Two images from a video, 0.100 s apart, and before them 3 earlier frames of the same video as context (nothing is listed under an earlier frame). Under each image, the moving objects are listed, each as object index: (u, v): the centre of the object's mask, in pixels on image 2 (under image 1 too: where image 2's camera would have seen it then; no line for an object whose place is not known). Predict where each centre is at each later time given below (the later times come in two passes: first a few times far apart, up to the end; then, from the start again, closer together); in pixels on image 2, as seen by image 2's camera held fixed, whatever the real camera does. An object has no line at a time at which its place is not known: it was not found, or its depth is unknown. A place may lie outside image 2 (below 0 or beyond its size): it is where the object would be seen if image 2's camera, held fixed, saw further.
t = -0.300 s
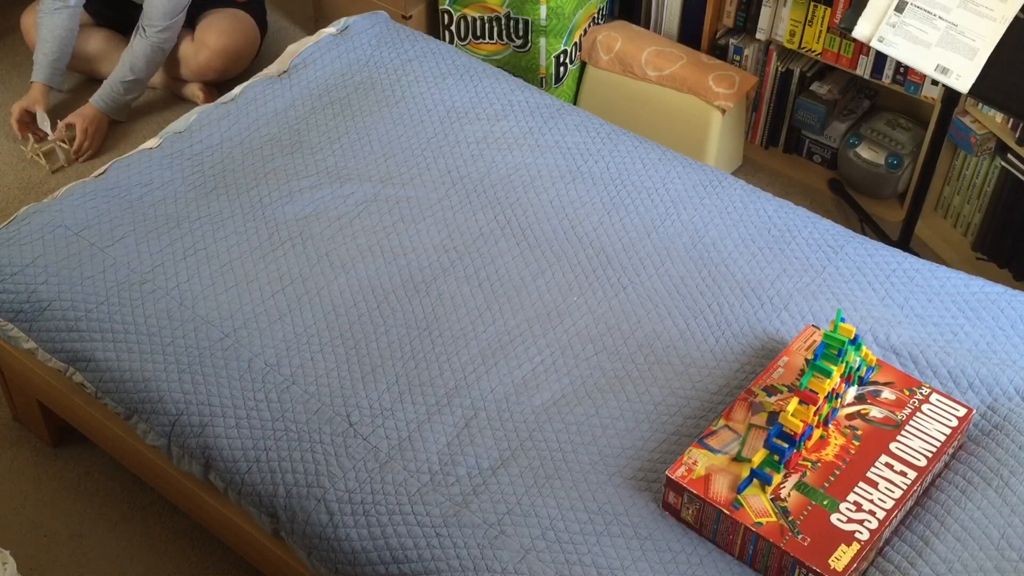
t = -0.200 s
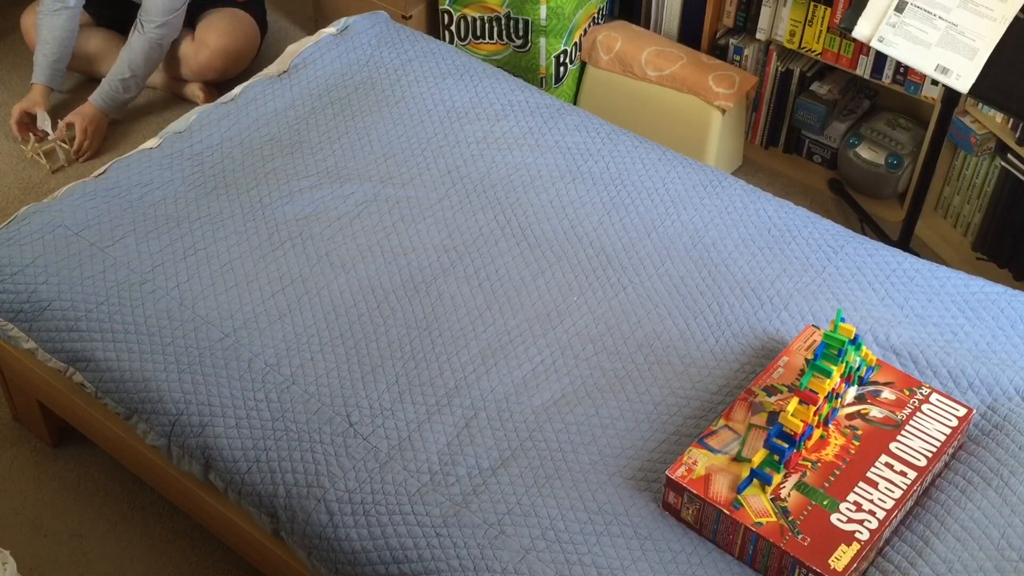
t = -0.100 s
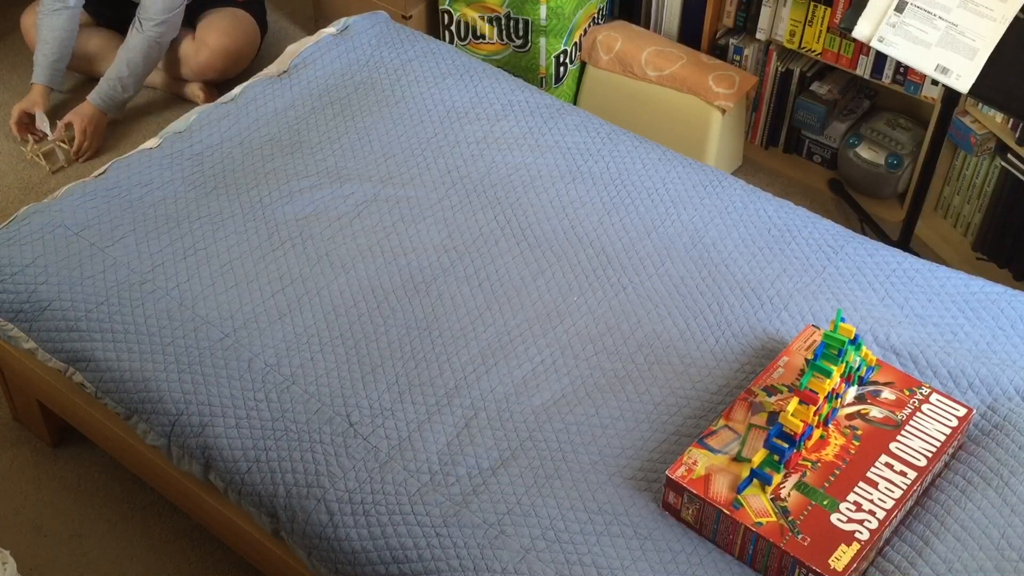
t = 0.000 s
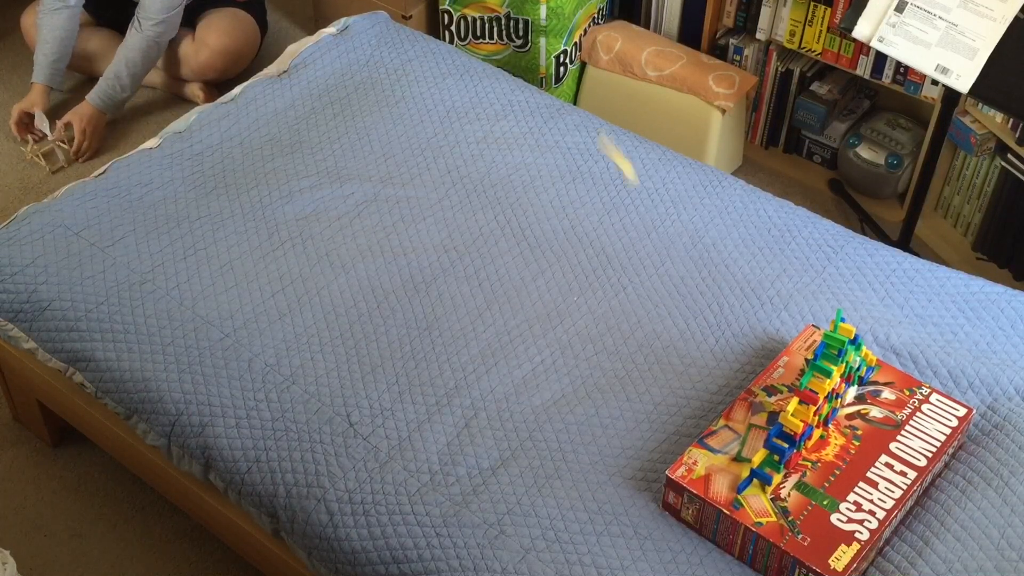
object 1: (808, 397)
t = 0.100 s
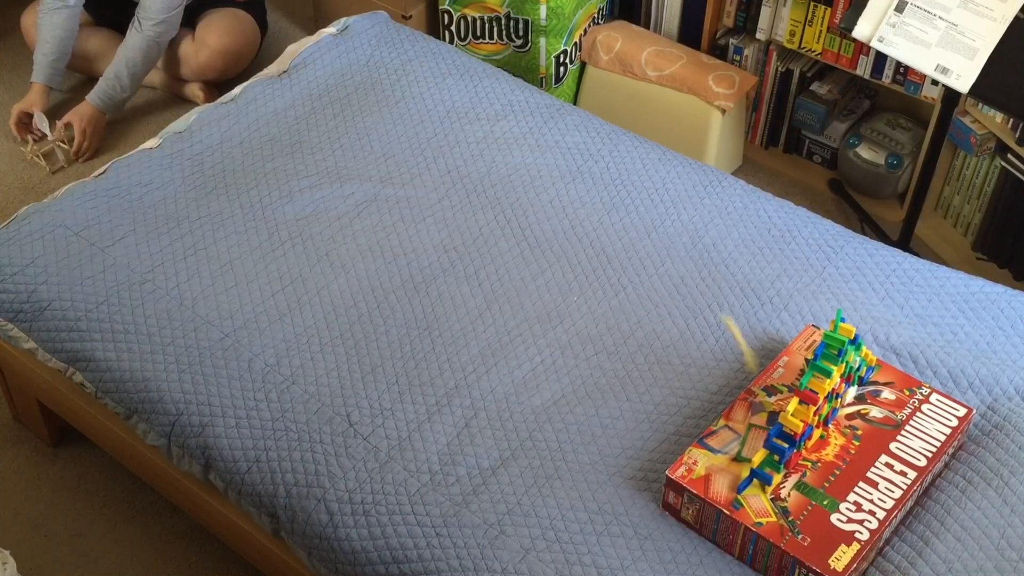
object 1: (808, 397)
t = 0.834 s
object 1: (748, 376)
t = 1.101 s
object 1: (701, 378)
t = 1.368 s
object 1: (701, 378)
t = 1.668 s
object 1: (701, 378)
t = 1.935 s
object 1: (701, 378)
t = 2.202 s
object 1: (701, 378)
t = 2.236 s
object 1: (701, 378)
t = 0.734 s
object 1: (785, 383)
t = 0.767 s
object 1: (775, 378)
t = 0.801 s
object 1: (760, 376)
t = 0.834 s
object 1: (748, 376)
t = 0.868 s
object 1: (740, 373)
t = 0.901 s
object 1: (729, 374)
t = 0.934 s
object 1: (717, 380)
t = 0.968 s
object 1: (703, 388)
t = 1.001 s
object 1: (701, 383)
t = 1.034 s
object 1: (701, 379)
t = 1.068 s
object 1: (701, 378)
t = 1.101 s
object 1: (701, 378)
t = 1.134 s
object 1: (701, 378)
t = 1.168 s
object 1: (701, 378)
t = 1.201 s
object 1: (701, 378)
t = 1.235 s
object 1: (701, 378)
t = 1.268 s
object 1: (701, 378)
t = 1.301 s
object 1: (701, 378)
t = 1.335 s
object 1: (701, 378)
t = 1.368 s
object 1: (701, 378)
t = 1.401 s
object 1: (701, 378)
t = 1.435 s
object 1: (701, 378)
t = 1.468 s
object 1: (701, 378)
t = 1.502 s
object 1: (701, 378)
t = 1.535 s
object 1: (701, 378)
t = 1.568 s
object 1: (701, 378)
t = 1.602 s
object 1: (701, 378)
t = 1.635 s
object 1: (701, 378)
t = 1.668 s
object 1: (701, 378)
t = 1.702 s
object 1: (701, 378)
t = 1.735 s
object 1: (701, 378)
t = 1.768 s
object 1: (701, 378)
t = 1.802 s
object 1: (701, 378)
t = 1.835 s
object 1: (701, 378)
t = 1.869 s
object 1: (701, 378)
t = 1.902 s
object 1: (701, 378)
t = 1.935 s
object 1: (701, 378)
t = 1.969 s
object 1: (701, 378)
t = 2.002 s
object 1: (701, 378)
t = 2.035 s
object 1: (701, 378)
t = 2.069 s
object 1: (701, 378)
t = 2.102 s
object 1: (701, 378)
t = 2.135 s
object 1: (701, 378)
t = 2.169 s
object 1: (701, 378)
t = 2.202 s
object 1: (701, 378)
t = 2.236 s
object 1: (701, 378)
